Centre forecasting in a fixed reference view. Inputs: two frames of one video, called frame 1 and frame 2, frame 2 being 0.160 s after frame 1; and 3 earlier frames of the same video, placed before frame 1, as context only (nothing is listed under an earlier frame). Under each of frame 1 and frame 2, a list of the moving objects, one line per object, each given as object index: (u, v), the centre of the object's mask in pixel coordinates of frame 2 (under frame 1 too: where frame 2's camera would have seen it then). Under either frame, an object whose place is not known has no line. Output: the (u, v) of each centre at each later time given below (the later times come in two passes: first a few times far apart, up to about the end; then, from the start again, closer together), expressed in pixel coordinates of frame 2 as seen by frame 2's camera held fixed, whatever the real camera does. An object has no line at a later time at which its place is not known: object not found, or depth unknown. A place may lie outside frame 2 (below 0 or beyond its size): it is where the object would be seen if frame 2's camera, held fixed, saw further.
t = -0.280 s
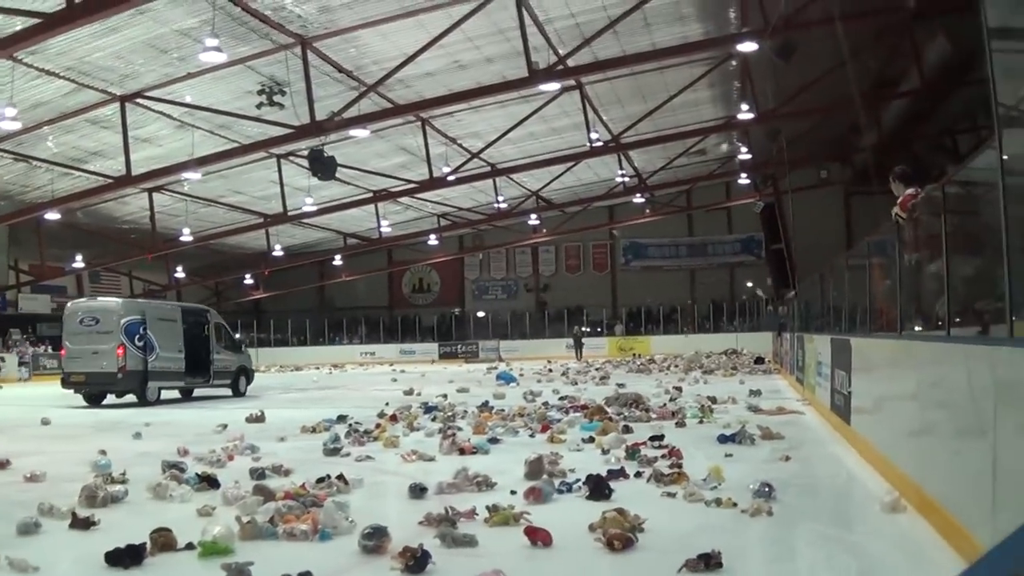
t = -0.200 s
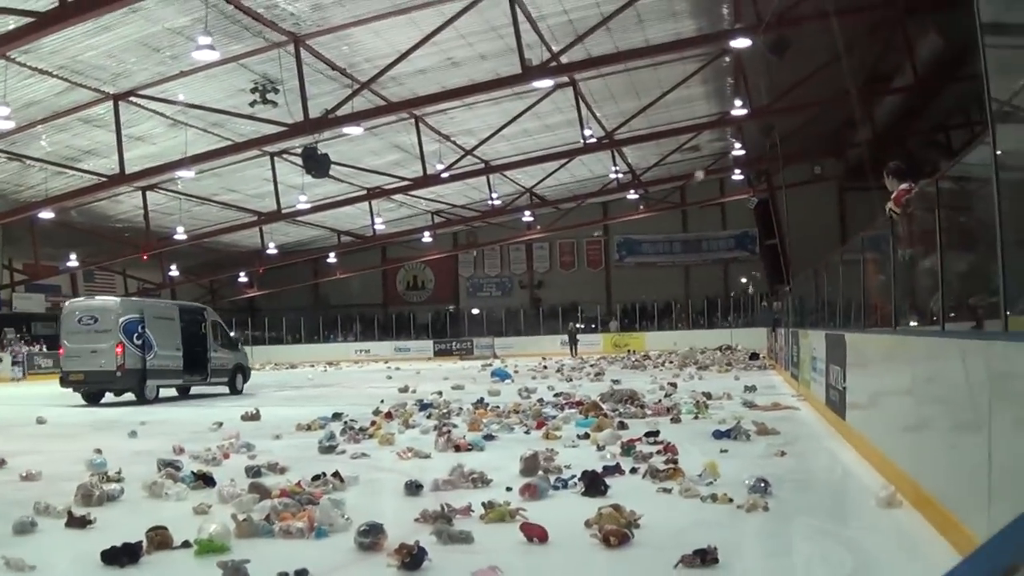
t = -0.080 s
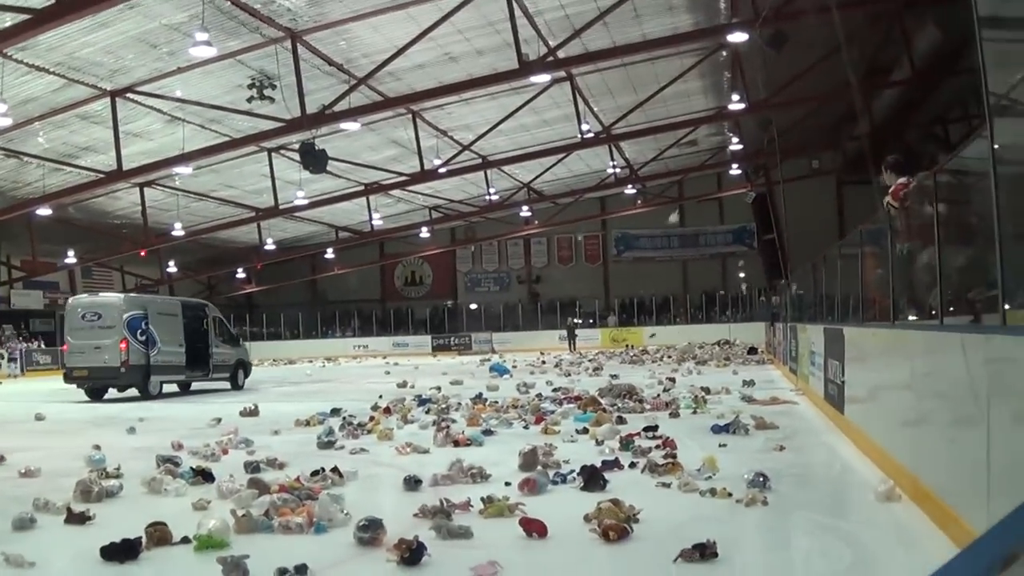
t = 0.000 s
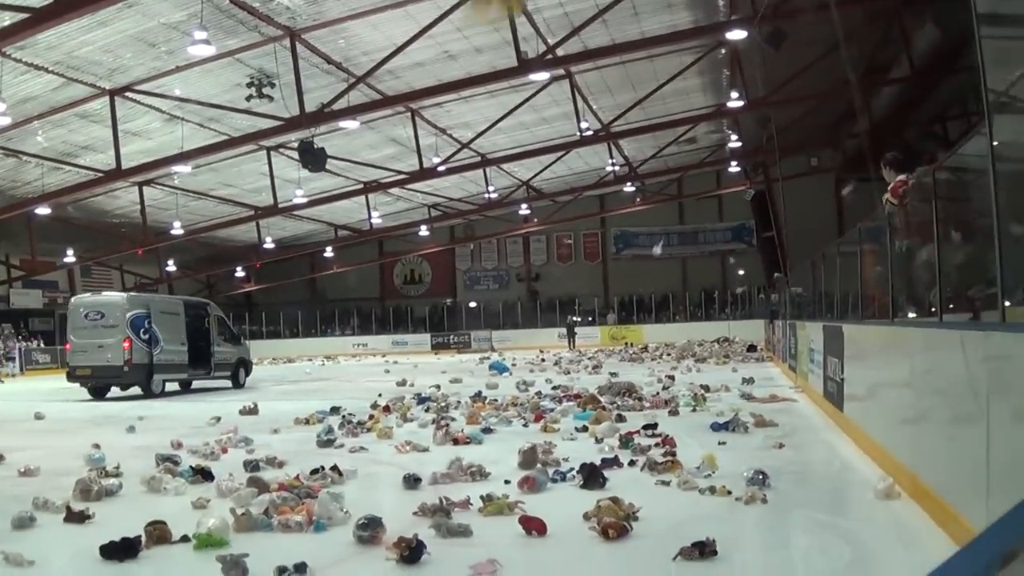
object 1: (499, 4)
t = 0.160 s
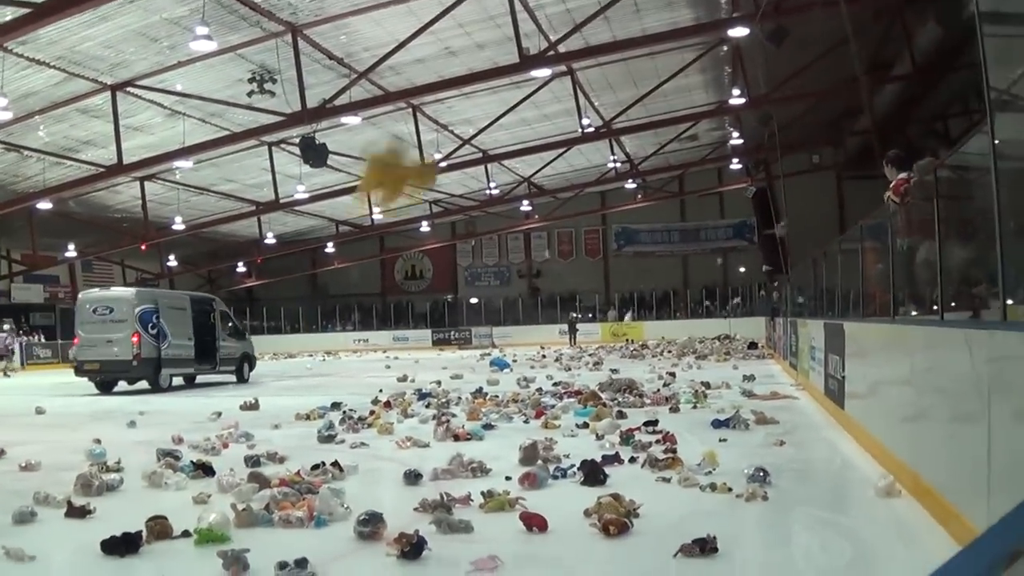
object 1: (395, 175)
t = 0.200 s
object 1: (369, 230)
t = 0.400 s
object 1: (259, 486)
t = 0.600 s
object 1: (201, 453)
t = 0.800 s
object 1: (153, 438)
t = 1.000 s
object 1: (106, 470)
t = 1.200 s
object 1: (80, 482)
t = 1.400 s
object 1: (66, 479)
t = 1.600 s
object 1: (58, 488)
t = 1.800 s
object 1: (63, 490)
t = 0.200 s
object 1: (369, 230)
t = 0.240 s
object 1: (343, 277)
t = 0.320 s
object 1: (299, 385)
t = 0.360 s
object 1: (280, 438)
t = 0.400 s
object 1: (259, 486)
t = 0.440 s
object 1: (244, 500)
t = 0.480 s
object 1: (236, 489)
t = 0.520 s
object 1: (220, 474)
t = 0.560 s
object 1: (211, 464)
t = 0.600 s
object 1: (201, 453)
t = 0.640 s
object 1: (191, 449)
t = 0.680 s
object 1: (181, 442)
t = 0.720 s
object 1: (171, 439)
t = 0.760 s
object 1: (162, 438)
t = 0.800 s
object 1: (153, 438)
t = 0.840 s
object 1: (144, 440)
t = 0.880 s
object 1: (133, 444)
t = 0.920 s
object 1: (124, 451)
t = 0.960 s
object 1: (114, 460)
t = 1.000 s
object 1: (106, 470)
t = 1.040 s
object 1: (98, 484)
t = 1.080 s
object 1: (91, 493)
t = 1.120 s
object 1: (87, 493)
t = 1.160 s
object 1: (84, 486)
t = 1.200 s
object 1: (80, 482)
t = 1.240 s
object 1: (78, 480)
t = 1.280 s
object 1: (73, 477)
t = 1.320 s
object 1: (69, 477)
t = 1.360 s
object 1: (67, 478)
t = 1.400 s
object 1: (66, 479)
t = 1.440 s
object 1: (65, 481)
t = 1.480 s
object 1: (62, 482)
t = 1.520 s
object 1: (59, 484)
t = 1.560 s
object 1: (59, 487)
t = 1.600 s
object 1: (58, 488)
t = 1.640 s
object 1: (60, 489)
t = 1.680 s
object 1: (59, 490)
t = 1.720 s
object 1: (60, 491)
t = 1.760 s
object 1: (62, 490)
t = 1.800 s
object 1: (63, 490)
